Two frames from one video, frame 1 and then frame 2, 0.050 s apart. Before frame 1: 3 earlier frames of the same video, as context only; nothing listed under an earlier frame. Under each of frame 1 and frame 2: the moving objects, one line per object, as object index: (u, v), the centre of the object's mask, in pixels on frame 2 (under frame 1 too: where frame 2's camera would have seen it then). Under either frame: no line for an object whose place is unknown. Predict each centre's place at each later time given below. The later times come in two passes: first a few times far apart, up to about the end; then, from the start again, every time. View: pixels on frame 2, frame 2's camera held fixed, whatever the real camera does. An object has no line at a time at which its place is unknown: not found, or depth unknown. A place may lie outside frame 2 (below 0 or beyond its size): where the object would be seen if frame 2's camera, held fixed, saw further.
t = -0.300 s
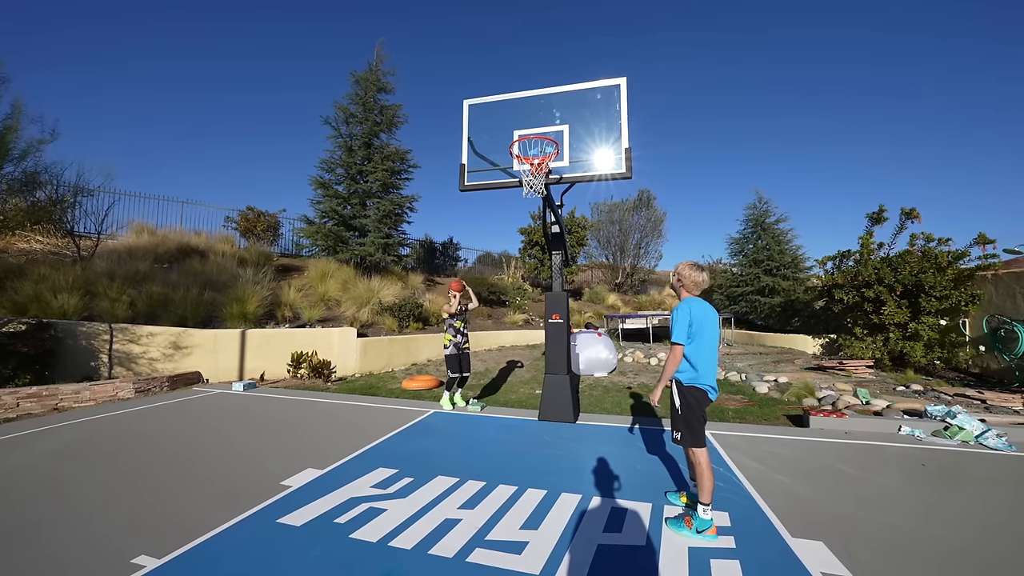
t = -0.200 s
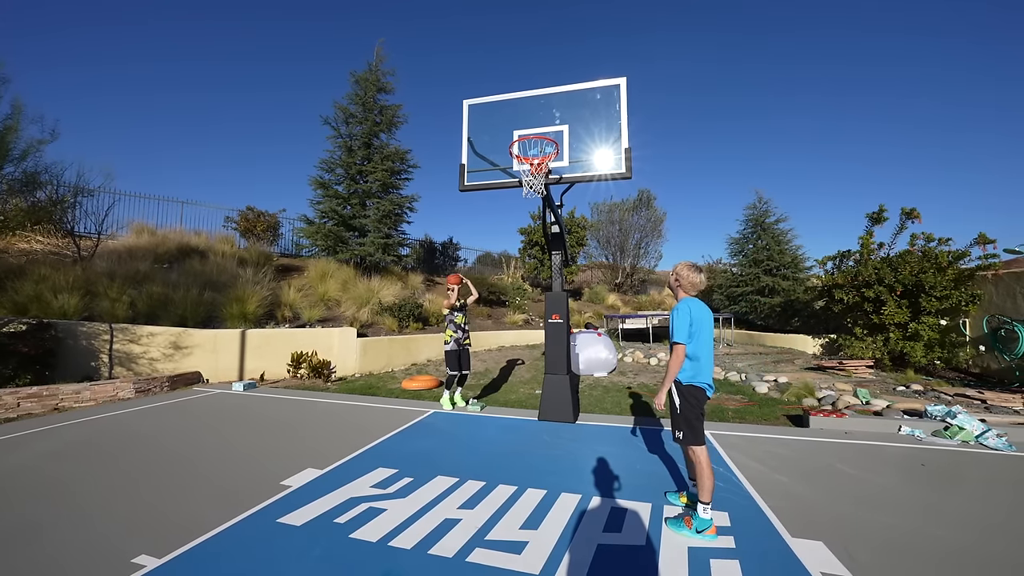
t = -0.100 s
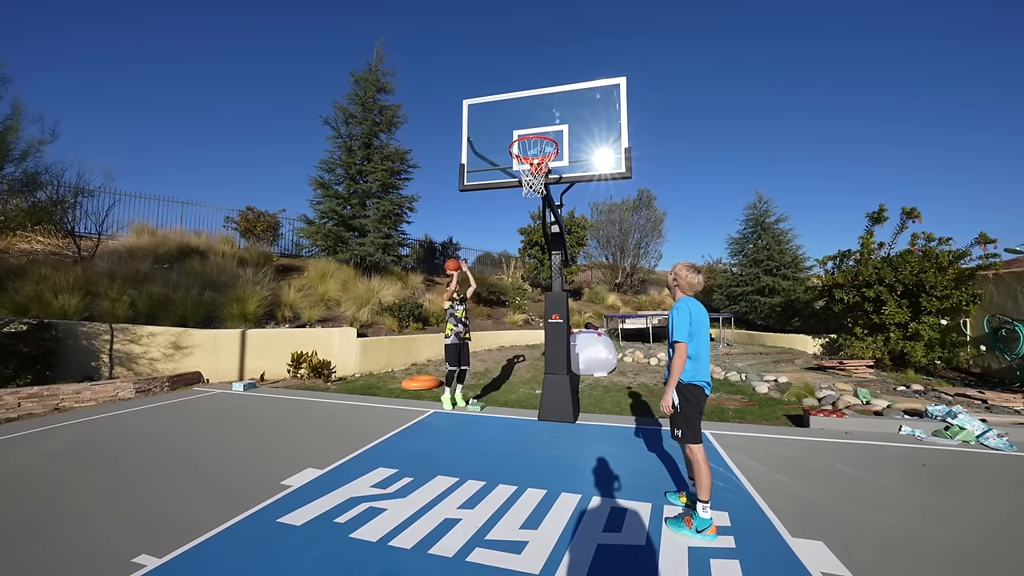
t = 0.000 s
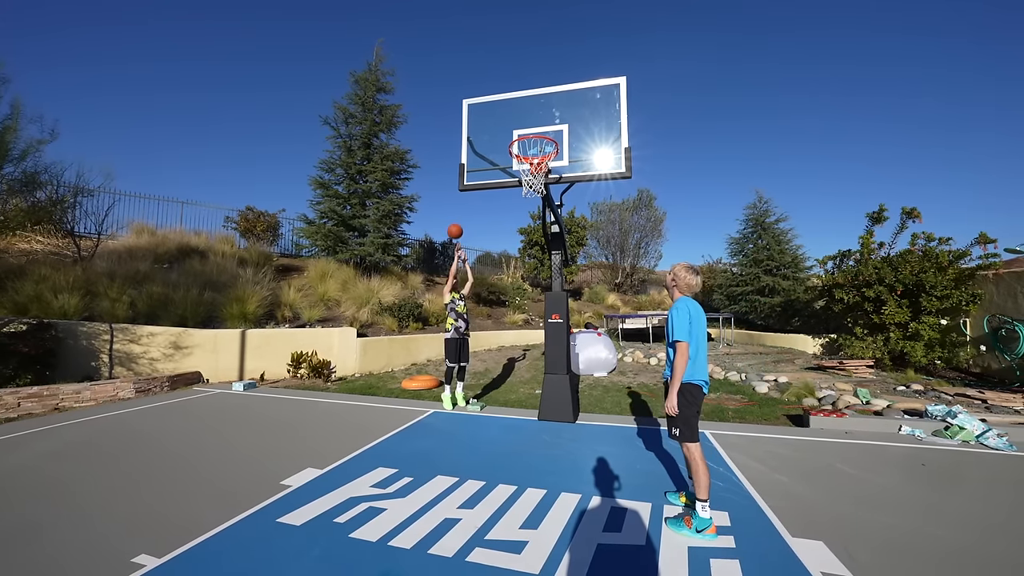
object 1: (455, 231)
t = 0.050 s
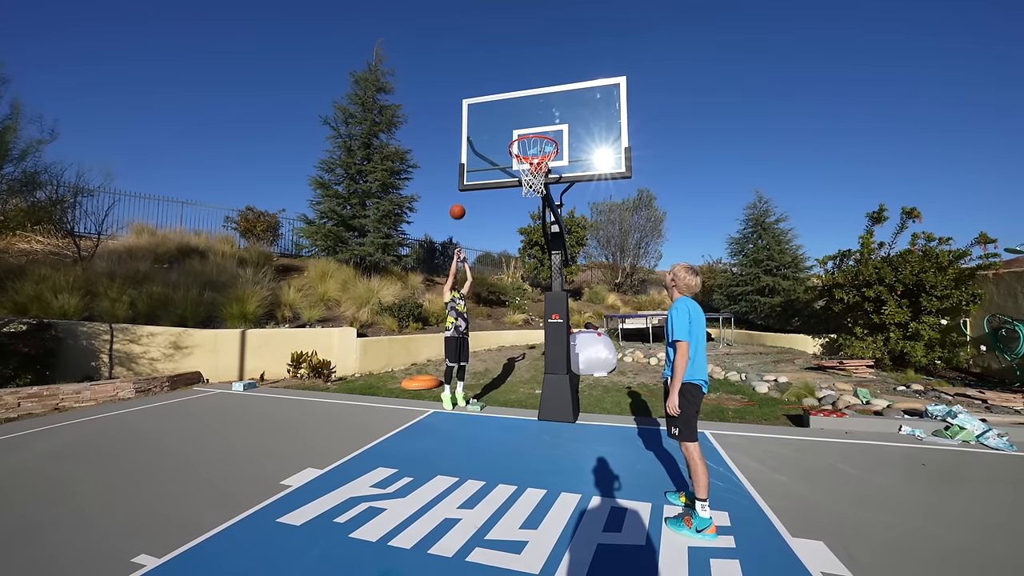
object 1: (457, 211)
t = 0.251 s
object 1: (470, 147)
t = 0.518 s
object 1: (481, 88)
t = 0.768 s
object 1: (497, 77)
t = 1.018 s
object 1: (508, 64)
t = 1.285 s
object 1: (514, 68)
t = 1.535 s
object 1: (521, 127)
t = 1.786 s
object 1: (551, 105)
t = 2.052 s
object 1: (565, 82)
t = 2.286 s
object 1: (582, 123)
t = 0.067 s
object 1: (458, 205)
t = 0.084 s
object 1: (459, 199)
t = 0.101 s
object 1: (459, 194)
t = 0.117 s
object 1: (458, 189)
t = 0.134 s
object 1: (456, 181)
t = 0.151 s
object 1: (457, 176)
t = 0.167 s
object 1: (457, 171)
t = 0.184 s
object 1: (458, 164)
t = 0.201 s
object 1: (469, 160)
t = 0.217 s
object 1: (469, 154)
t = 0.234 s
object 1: (469, 151)
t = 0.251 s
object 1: (470, 147)
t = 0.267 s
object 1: (471, 141)
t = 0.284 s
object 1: (471, 137)
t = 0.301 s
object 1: (472, 132)
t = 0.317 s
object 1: (472, 128)
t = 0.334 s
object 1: (473, 124)
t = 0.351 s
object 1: (473, 120)
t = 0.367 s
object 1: (474, 116)
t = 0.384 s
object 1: (474, 113)
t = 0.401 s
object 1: (475, 110)
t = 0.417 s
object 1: (476, 108)
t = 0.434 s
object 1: (477, 107)
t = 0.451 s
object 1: (478, 105)
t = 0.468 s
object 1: (478, 92)
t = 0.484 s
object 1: (479, 91)
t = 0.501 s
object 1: (480, 90)
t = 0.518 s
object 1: (481, 88)
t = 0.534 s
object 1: (482, 87)
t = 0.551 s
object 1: (483, 86)
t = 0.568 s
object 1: (484, 84)
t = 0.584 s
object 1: (485, 83)
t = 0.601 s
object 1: (486, 81)
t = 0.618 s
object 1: (487, 80)
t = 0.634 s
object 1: (488, 79)
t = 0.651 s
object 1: (489, 78)
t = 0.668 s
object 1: (490, 77)
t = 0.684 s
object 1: (491, 77)
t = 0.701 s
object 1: (493, 76)
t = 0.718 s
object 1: (494, 76)
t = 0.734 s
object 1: (495, 77)
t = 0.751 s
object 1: (496, 77)
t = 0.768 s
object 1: (497, 77)
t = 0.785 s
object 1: (498, 78)
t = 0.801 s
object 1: (499, 79)
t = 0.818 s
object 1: (501, 80)
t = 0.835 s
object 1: (502, 82)
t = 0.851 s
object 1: (503, 83)
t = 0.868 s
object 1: (504, 84)
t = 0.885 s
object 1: (505, 83)
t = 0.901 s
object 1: (505, 80)
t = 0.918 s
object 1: (505, 77)
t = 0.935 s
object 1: (506, 74)
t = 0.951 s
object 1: (506, 72)
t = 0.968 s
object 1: (507, 70)
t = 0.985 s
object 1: (507, 68)
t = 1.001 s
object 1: (507, 66)
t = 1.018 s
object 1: (508, 64)
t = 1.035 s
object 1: (508, 63)
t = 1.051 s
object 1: (509, 62)
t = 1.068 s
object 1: (509, 60)
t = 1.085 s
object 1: (509, 60)
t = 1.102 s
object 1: (510, 59)
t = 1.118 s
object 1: (510, 59)
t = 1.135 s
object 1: (511, 58)
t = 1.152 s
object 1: (511, 59)
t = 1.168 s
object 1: (511, 59)
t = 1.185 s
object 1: (512, 60)
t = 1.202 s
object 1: (512, 60)
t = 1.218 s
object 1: (513, 61)
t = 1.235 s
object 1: (513, 63)
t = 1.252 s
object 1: (514, 64)
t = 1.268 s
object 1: (514, 66)
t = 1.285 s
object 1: (514, 68)
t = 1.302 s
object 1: (515, 70)
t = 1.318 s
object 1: (515, 72)
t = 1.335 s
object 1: (516, 75)
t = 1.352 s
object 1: (516, 78)
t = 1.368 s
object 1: (517, 81)
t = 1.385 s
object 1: (517, 85)
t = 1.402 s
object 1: (518, 88)
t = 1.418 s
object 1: (518, 92)
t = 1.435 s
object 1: (519, 97)
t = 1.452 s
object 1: (519, 101)
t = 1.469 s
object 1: (520, 106)
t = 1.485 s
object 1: (520, 111)
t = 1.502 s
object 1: (520, 116)
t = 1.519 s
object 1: (521, 122)
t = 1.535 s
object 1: (521, 127)
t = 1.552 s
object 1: (521, 130)
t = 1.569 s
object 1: (523, 141)
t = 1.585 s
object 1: (523, 147)
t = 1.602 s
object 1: (527, 143)
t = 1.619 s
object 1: (531, 140)
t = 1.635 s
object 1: (535, 137)
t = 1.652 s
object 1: (539, 136)
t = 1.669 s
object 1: (543, 134)
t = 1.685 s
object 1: (546, 128)
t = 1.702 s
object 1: (547, 125)
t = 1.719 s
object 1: (547, 121)
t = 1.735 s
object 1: (548, 116)
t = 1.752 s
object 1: (549, 113)
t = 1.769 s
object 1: (550, 109)
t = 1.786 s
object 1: (551, 105)
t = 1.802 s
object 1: (551, 102)
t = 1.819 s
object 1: (552, 99)
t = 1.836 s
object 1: (553, 96)
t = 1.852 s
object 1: (554, 93)
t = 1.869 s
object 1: (555, 91)
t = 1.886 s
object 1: (556, 89)
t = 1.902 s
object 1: (557, 87)
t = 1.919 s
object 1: (558, 85)
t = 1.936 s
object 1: (559, 84)
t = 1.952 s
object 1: (560, 83)
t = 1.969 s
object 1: (560, 82)
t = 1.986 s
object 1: (562, 81)
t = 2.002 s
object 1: (563, 81)
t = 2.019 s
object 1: (563, 81)
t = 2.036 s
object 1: (564, 81)
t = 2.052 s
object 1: (565, 82)
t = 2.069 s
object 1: (566, 83)
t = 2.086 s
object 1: (567, 84)
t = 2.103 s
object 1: (569, 86)
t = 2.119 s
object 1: (570, 87)
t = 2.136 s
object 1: (571, 89)
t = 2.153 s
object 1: (572, 92)
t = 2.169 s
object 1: (573, 95)
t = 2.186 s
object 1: (574, 98)
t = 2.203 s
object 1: (575, 101)
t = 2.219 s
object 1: (577, 105)
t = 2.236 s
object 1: (578, 109)
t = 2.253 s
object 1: (579, 113)
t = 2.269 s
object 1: (581, 118)
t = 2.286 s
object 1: (582, 123)
